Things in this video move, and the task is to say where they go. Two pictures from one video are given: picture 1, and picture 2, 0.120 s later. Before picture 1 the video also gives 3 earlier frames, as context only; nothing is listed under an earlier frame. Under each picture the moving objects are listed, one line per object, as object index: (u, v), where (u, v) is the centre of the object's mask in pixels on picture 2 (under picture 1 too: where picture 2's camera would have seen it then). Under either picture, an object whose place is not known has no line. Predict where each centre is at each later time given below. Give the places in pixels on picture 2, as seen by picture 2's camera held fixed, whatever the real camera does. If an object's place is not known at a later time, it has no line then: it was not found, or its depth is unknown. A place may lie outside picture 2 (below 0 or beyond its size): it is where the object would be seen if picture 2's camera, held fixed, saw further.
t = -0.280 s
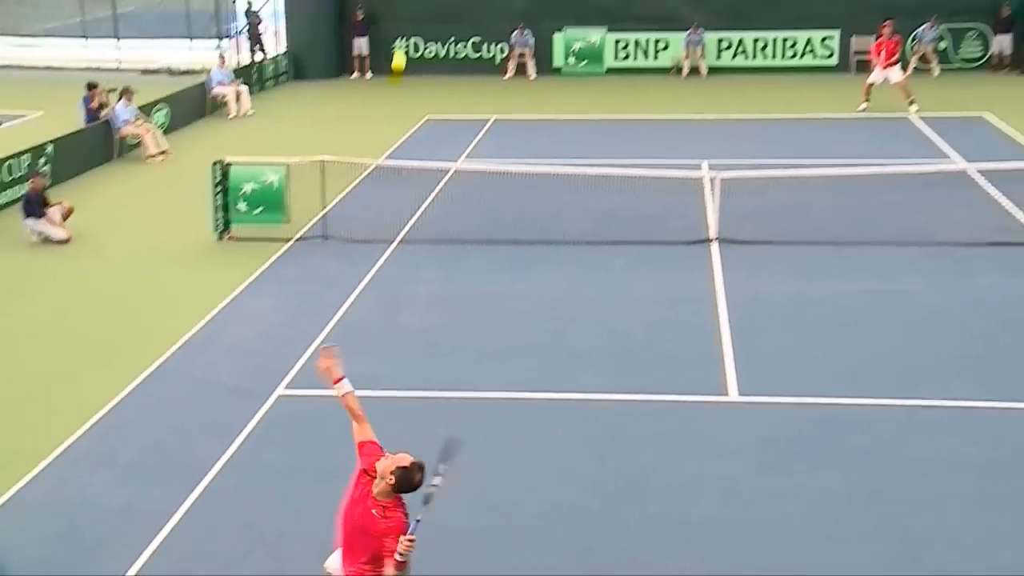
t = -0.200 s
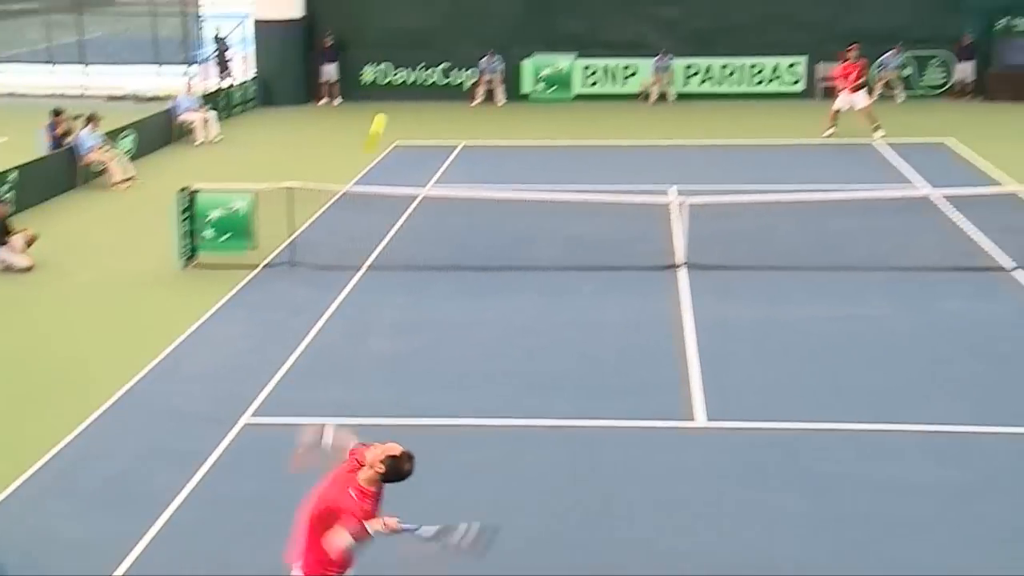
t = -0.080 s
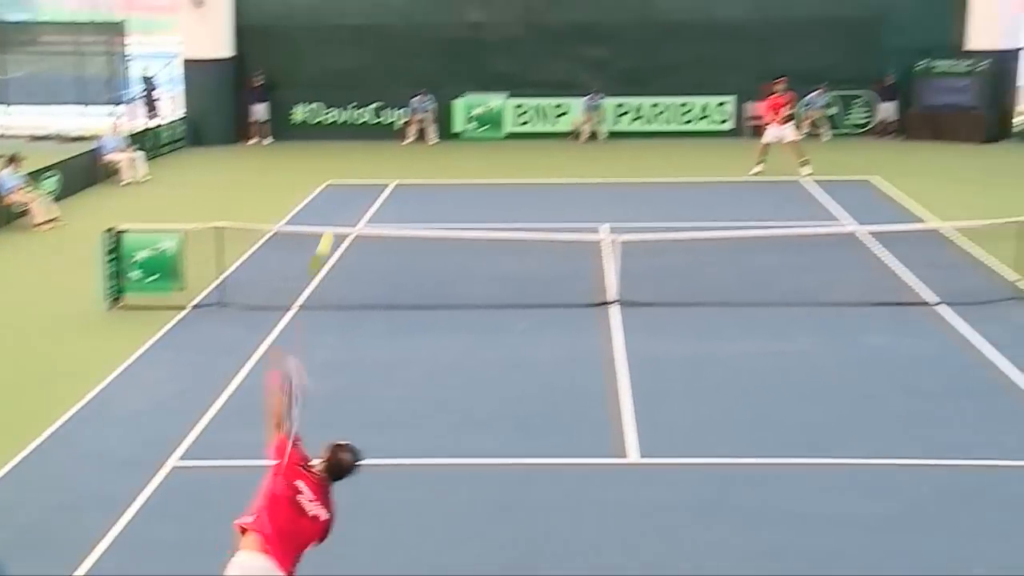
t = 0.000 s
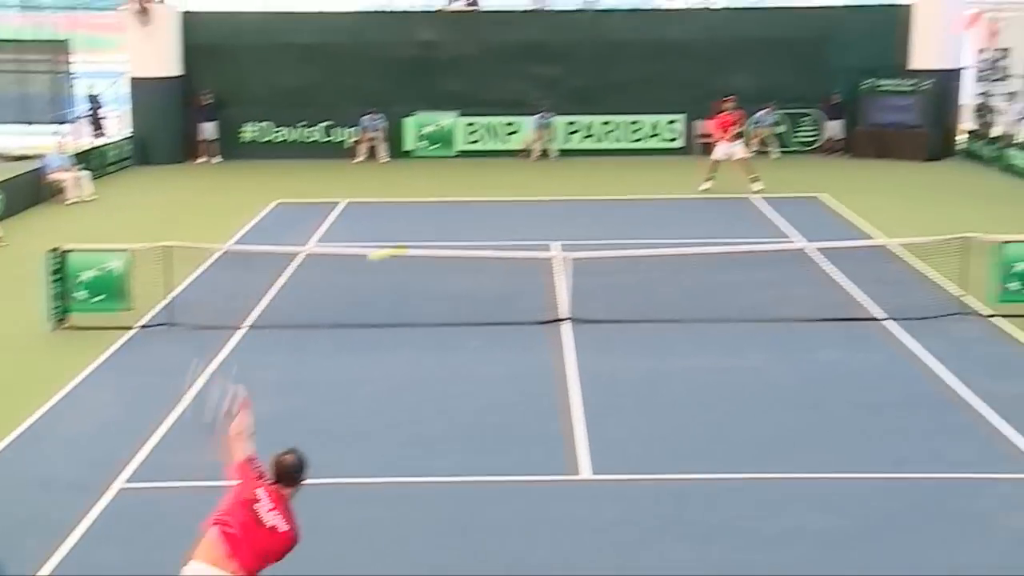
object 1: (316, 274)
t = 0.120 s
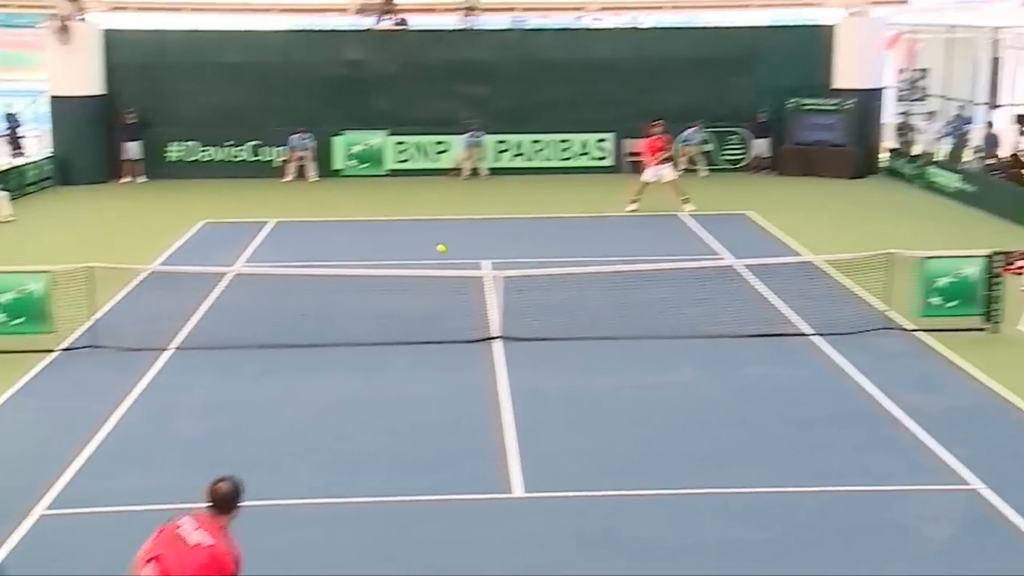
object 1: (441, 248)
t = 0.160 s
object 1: (469, 247)
